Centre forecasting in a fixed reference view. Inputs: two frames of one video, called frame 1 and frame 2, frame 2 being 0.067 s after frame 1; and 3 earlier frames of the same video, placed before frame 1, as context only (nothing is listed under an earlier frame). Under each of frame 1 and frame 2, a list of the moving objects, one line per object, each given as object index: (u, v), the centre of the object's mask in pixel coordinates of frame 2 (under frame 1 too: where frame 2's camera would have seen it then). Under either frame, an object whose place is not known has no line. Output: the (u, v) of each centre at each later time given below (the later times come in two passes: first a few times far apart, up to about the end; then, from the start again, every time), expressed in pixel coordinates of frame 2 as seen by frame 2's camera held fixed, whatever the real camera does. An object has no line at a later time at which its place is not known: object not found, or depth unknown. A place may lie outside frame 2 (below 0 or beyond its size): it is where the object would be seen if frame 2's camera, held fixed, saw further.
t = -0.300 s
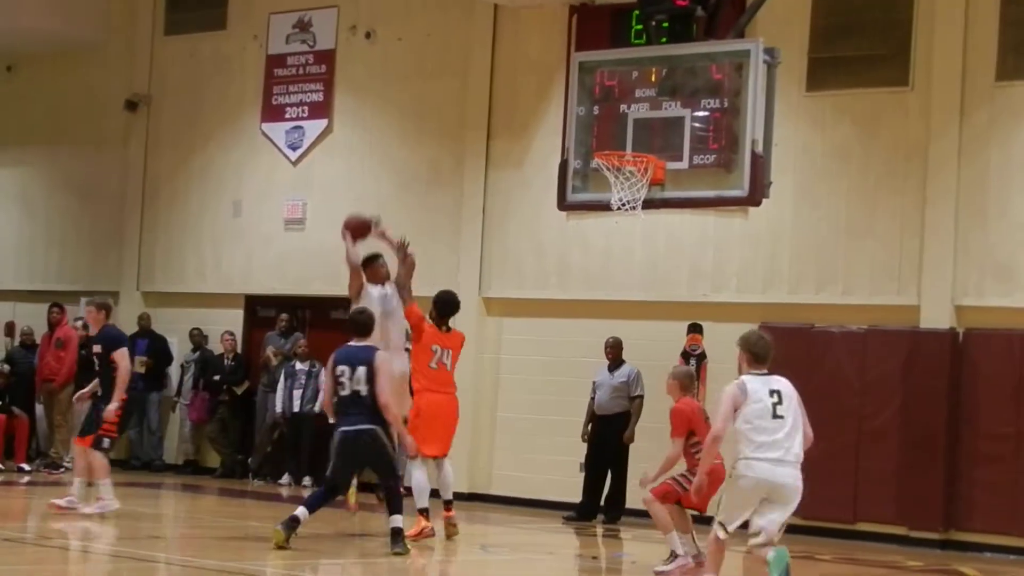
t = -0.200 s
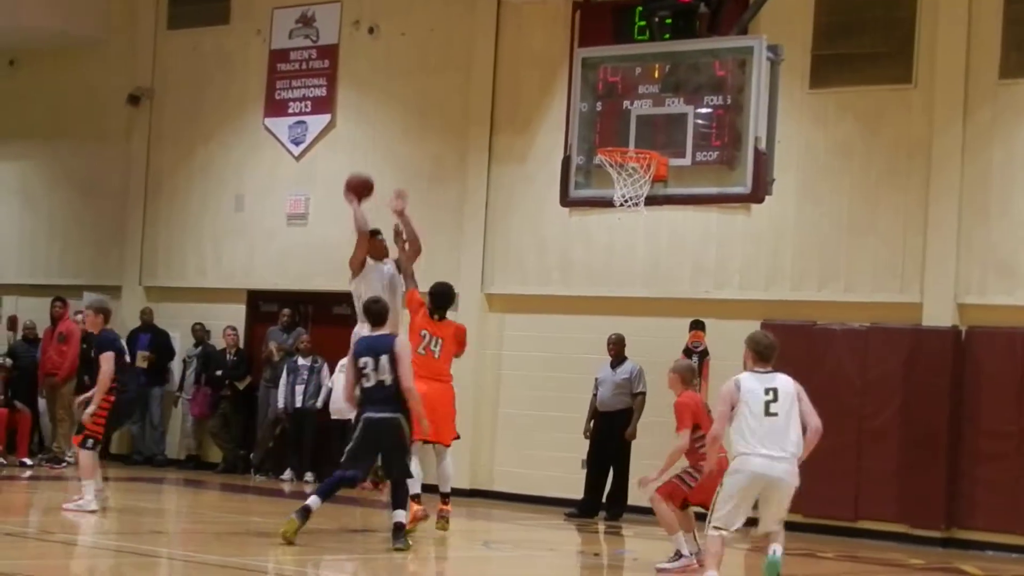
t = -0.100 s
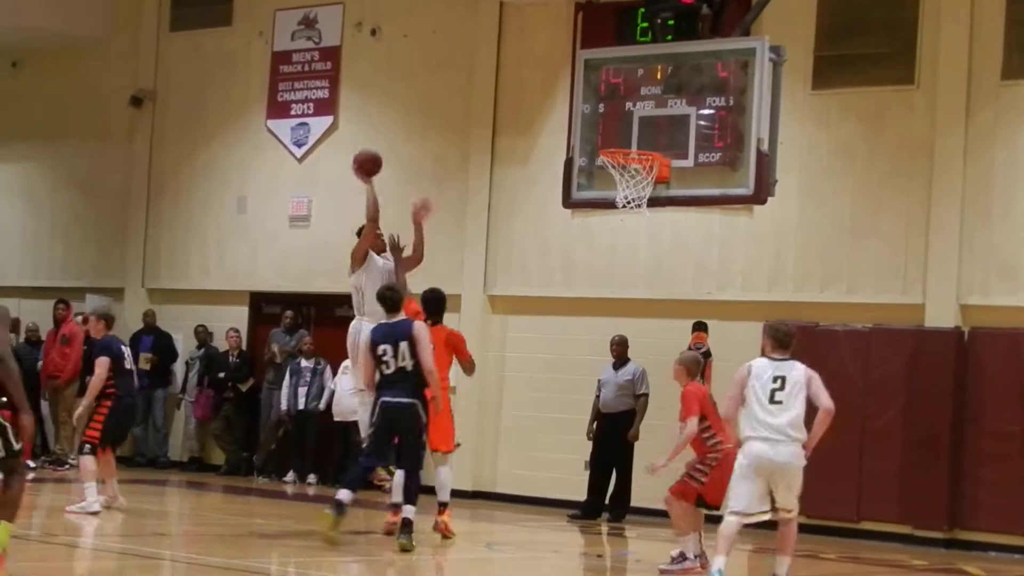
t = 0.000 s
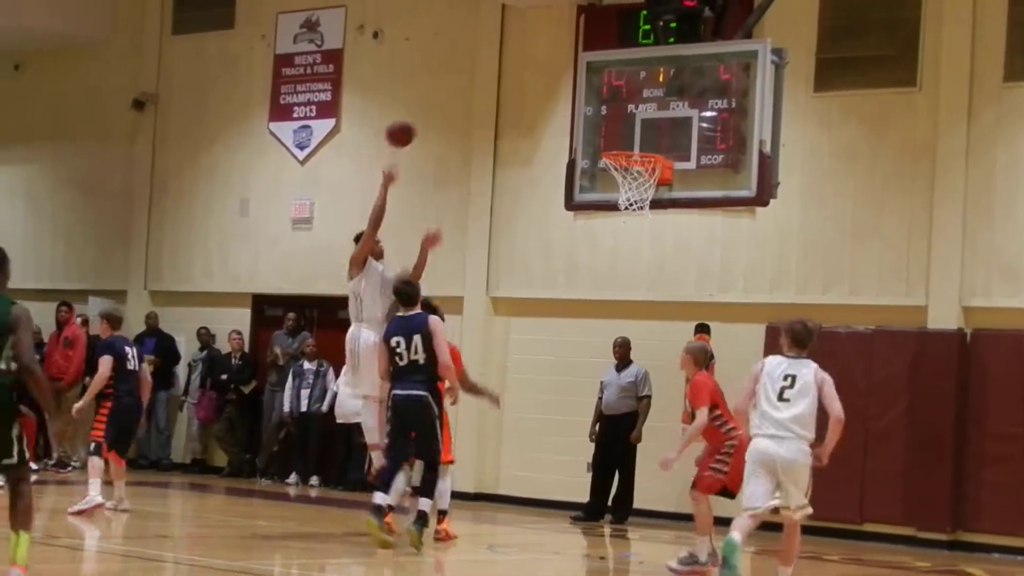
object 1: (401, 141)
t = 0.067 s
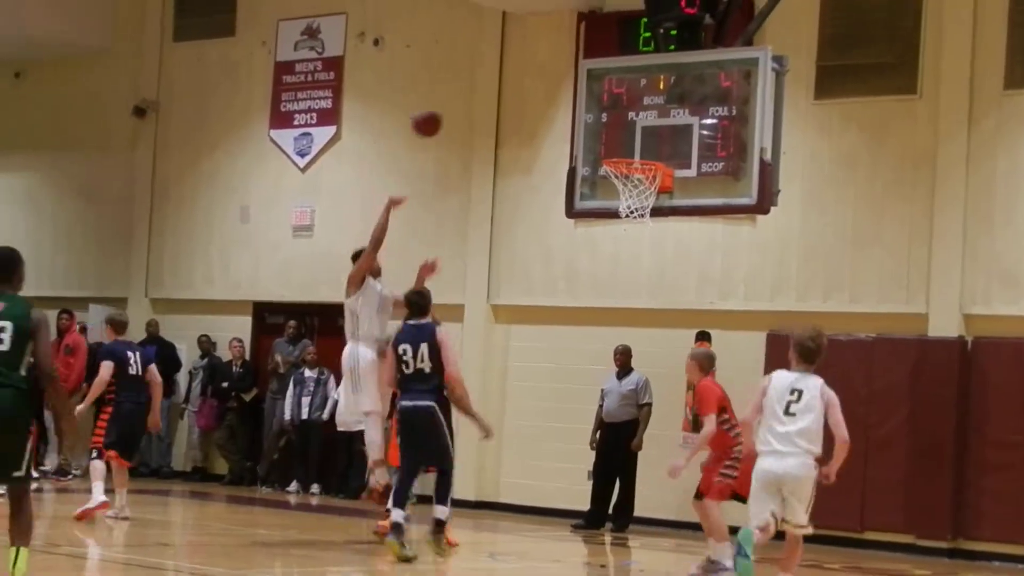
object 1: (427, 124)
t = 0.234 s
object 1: (491, 103)
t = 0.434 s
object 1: (568, 121)
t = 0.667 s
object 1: (627, 128)
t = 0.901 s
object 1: (664, 145)
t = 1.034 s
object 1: (684, 189)
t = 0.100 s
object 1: (440, 117)
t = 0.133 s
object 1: (454, 111)
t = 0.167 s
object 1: (466, 107)
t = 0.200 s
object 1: (479, 104)
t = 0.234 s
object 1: (491, 103)
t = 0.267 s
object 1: (504, 102)
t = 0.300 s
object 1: (517, 103)
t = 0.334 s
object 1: (530, 105)
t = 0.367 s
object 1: (542, 109)
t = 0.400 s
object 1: (555, 114)
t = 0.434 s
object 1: (568, 121)
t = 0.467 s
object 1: (580, 130)
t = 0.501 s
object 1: (594, 141)
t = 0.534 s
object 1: (604, 147)
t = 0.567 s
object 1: (611, 143)
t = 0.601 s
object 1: (616, 140)
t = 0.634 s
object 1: (622, 131)
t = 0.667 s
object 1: (627, 128)
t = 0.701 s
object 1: (632, 127)
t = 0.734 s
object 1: (637, 127)
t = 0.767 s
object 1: (644, 128)
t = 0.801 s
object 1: (649, 131)
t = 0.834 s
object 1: (653, 134)
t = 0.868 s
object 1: (658, 140)
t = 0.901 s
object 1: (664, 145)
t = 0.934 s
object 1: (669, 154)
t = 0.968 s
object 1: (672, 164)
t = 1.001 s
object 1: (679, 175)
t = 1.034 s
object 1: (684, 189)
